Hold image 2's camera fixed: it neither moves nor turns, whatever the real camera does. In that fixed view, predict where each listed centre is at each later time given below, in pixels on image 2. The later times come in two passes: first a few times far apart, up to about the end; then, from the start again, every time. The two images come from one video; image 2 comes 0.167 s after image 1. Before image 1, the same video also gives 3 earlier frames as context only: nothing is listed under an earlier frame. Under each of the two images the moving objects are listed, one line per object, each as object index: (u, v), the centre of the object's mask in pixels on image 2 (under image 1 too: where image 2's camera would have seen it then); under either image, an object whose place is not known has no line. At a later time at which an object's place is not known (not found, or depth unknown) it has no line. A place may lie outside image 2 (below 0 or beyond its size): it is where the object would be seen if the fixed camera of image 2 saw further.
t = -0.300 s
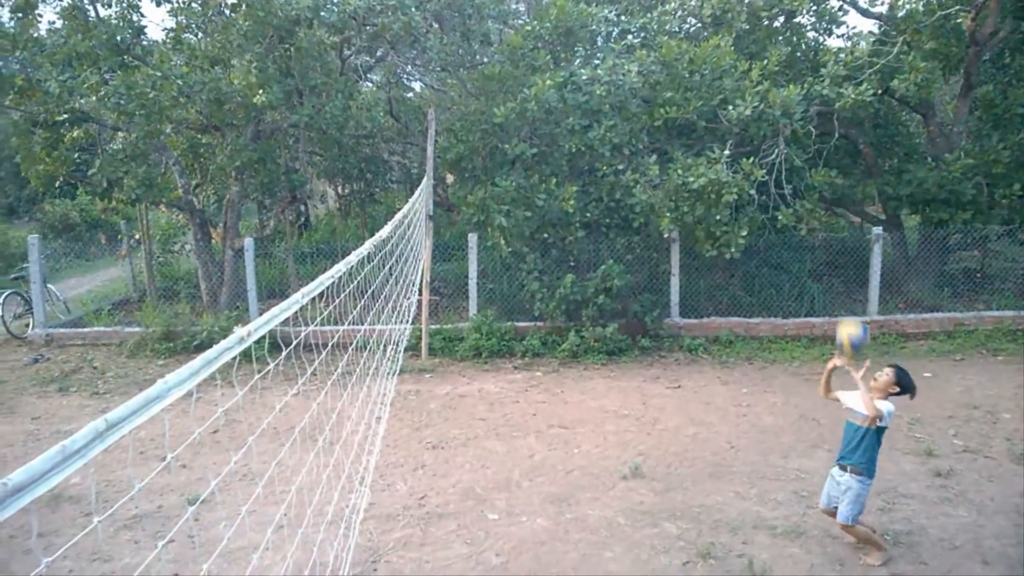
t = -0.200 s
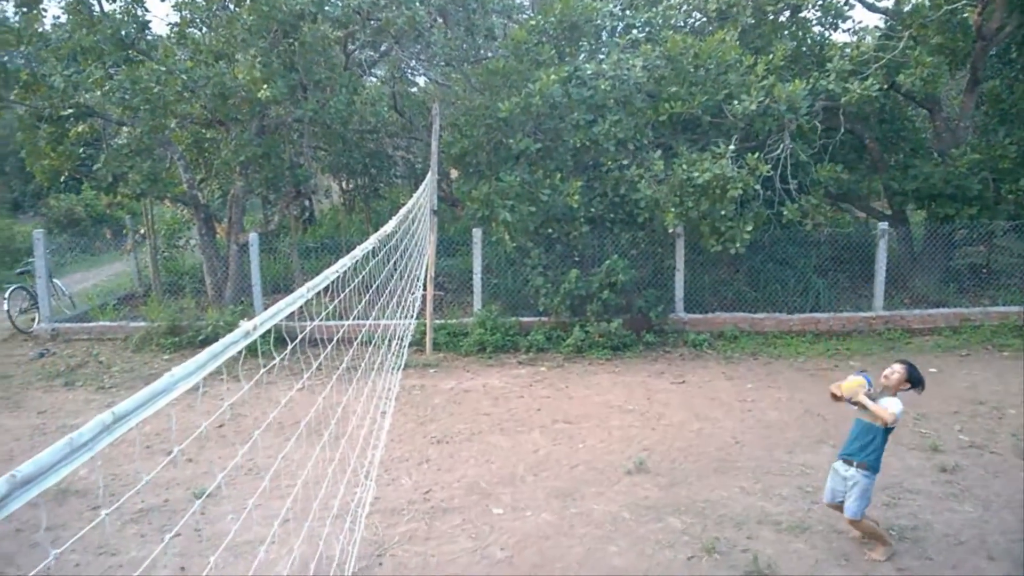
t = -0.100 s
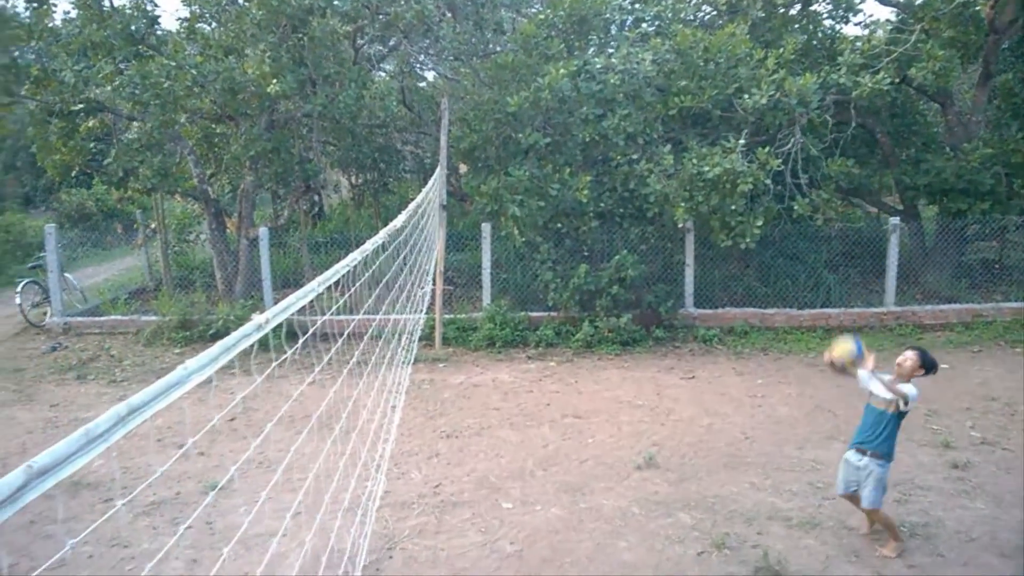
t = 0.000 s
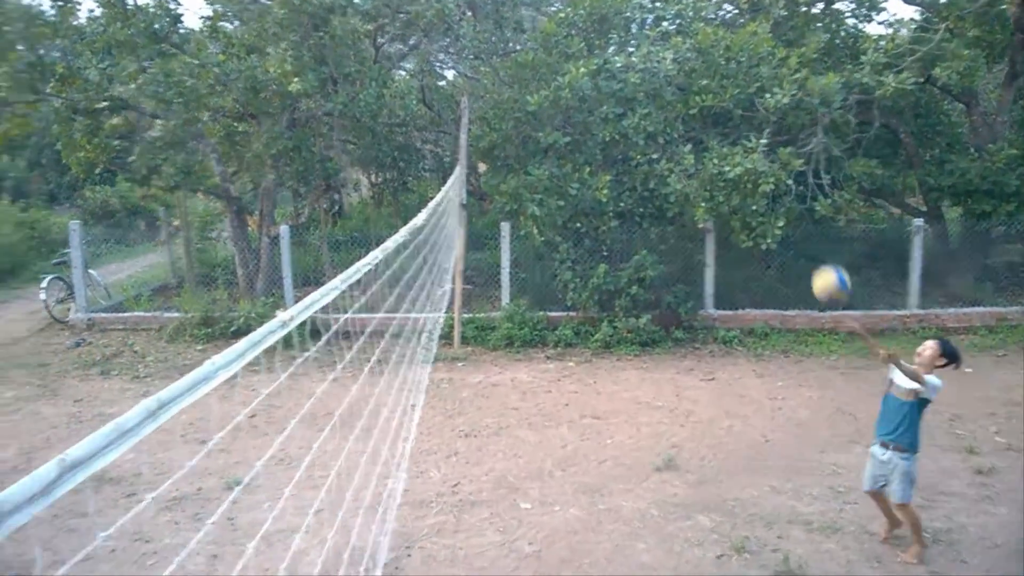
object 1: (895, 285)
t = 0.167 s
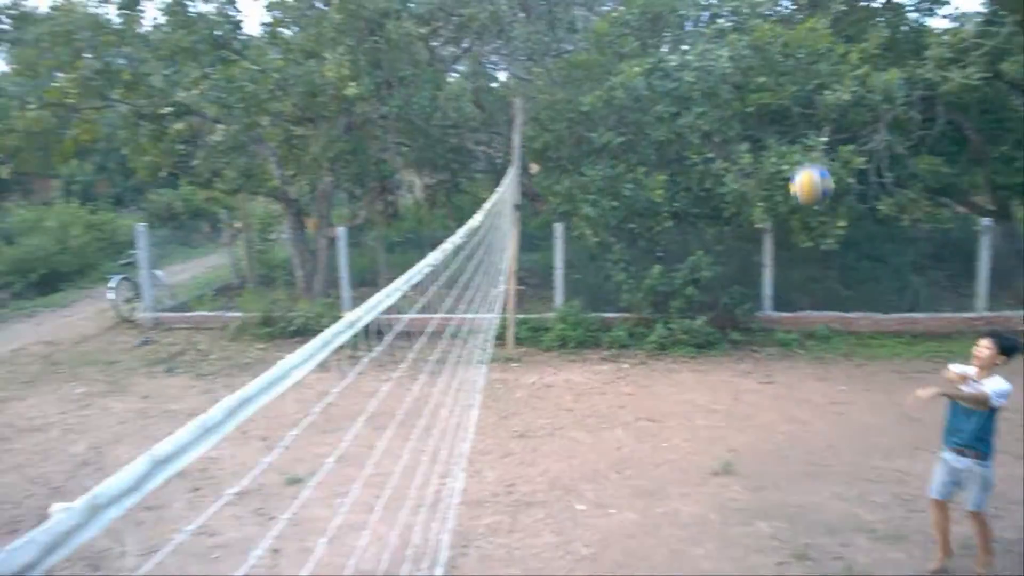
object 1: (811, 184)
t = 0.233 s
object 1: (774, 155)
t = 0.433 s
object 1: (648, 114)
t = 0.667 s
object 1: (480, 176)
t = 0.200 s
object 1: (793, 168)
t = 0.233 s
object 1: (774, 155)
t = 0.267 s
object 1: (754, 144)
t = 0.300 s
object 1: (734, 133)
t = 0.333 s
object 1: (714, 126)
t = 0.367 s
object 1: (692, 119)
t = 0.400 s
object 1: (670, 115)
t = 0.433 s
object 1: (648, 114)
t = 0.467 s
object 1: (625, 115)
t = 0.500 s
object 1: (602, 119)
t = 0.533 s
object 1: (579, 125)
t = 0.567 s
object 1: (555, 133)
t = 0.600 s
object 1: (530, 146)
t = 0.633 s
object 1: (506, 160)
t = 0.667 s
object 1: (480, 176)
